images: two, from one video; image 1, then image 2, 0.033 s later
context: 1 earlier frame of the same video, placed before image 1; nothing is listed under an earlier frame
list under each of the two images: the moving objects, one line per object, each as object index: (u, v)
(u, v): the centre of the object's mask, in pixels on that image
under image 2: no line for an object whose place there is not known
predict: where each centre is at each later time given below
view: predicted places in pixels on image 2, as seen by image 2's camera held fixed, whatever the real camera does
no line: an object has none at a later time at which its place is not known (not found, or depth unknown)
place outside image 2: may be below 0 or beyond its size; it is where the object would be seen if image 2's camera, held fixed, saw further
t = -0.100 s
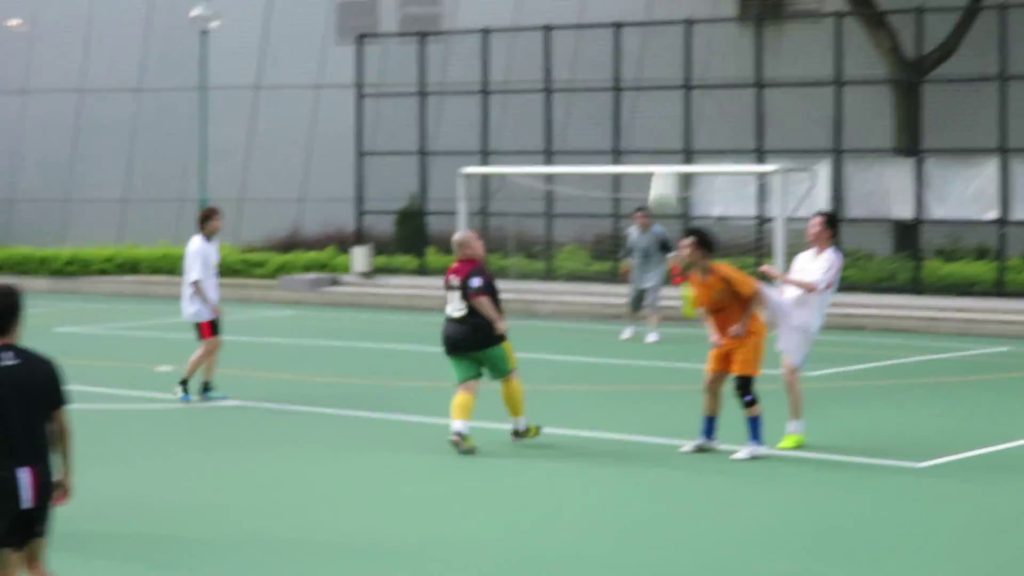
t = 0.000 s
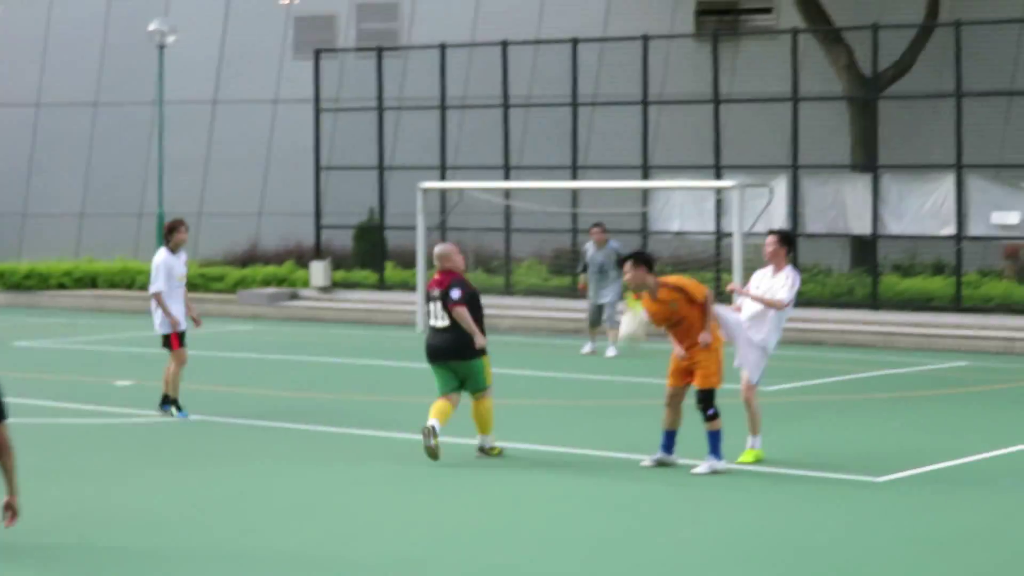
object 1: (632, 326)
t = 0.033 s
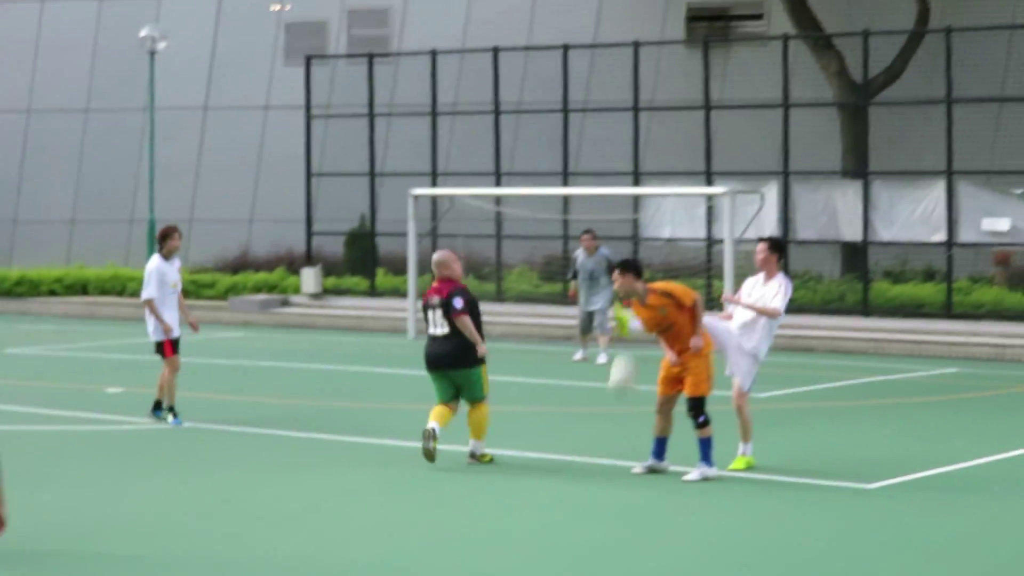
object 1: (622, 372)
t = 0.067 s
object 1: (622, 414)
